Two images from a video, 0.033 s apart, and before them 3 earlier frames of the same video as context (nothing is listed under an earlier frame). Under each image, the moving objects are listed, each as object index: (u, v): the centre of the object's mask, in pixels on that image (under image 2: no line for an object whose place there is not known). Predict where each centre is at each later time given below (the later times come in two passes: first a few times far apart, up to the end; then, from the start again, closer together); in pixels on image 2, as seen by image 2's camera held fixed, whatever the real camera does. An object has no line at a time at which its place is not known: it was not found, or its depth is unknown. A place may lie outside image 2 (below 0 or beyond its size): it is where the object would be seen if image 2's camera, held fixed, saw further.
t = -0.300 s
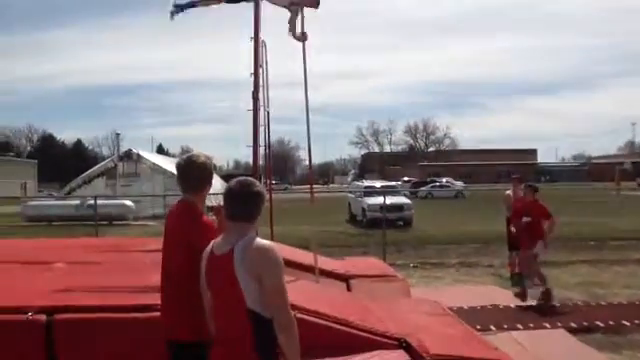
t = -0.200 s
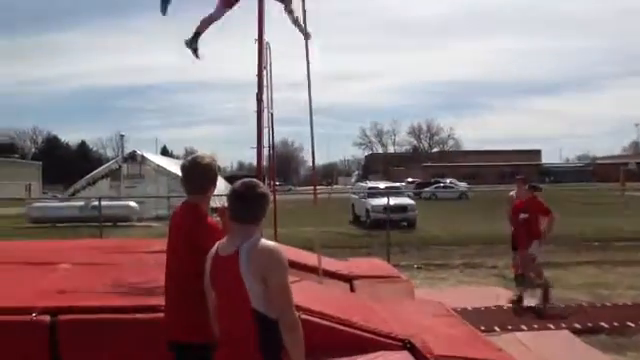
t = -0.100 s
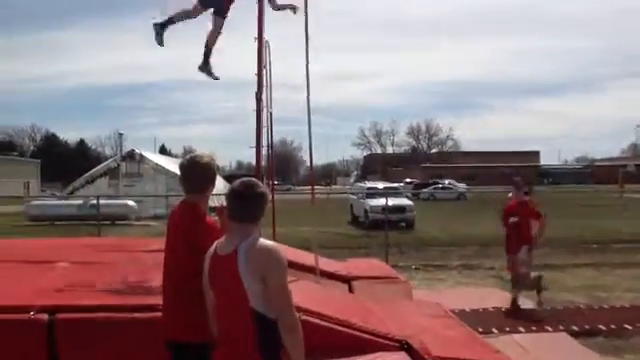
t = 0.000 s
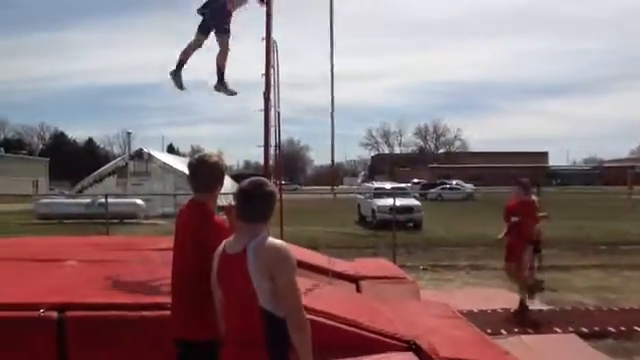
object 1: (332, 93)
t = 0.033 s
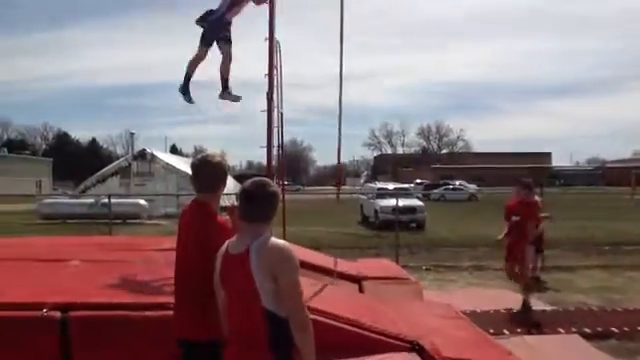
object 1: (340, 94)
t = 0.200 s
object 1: (366, 100)
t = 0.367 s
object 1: (403, 69)
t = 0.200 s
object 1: (366, 100)
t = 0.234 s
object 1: (371, 101)
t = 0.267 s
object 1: (376, 104)
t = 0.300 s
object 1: (385, 89)
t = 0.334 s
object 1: (394, 77)
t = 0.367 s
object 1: (403, 69)
